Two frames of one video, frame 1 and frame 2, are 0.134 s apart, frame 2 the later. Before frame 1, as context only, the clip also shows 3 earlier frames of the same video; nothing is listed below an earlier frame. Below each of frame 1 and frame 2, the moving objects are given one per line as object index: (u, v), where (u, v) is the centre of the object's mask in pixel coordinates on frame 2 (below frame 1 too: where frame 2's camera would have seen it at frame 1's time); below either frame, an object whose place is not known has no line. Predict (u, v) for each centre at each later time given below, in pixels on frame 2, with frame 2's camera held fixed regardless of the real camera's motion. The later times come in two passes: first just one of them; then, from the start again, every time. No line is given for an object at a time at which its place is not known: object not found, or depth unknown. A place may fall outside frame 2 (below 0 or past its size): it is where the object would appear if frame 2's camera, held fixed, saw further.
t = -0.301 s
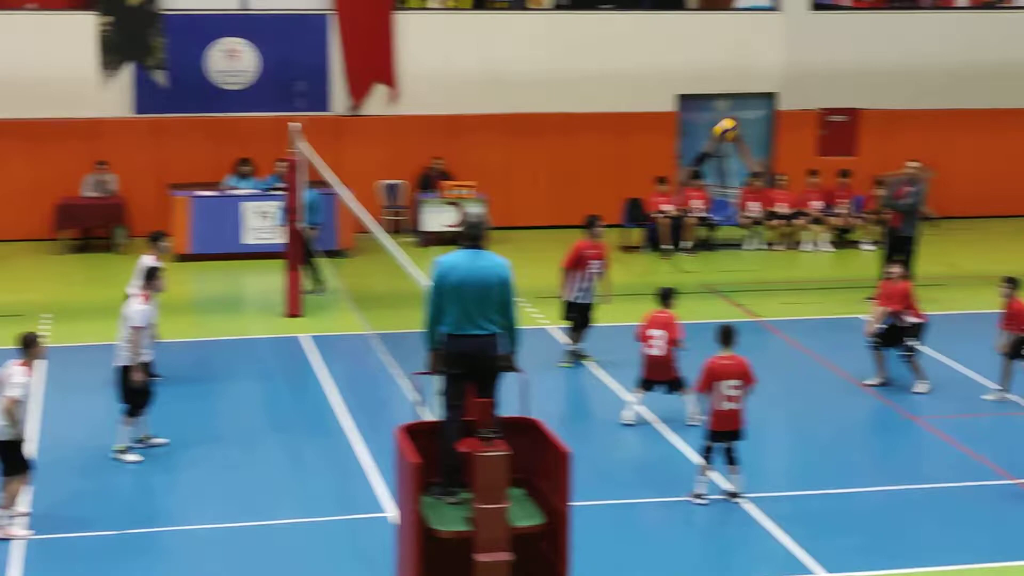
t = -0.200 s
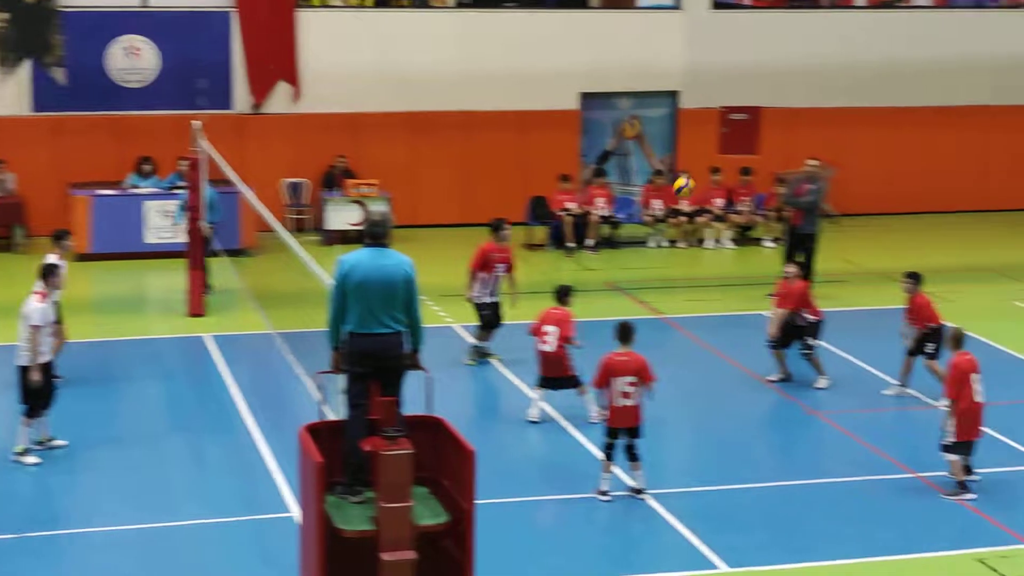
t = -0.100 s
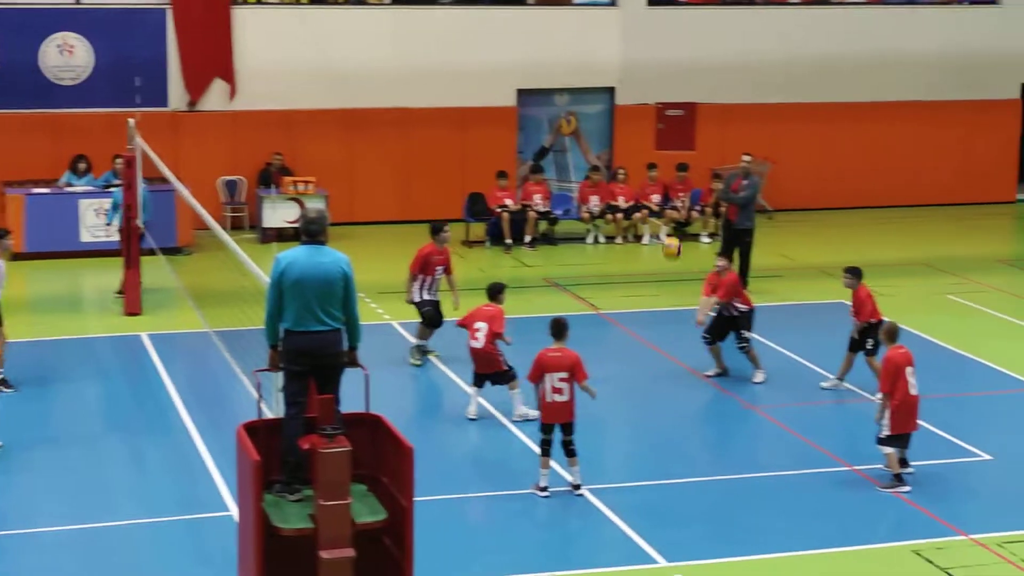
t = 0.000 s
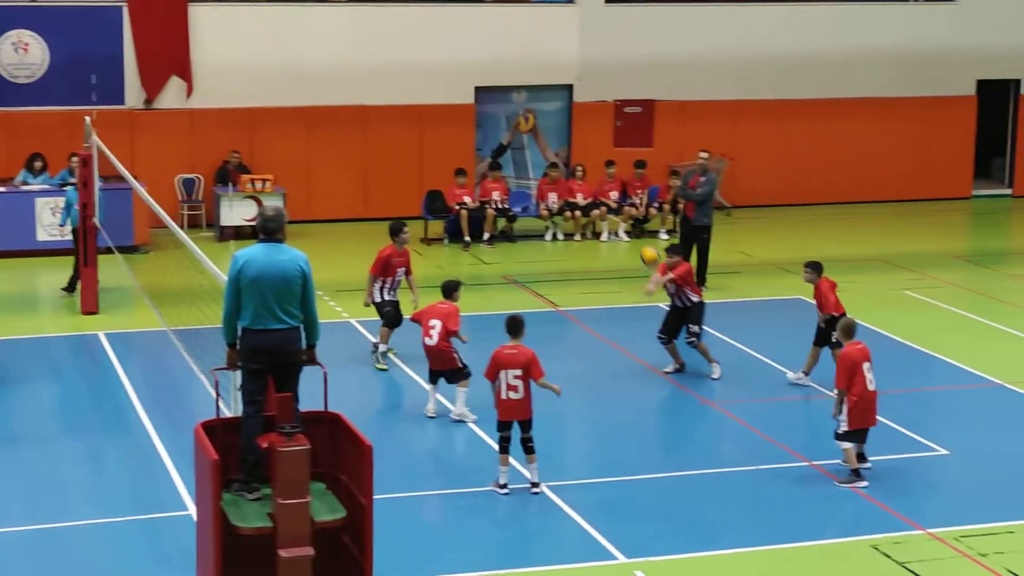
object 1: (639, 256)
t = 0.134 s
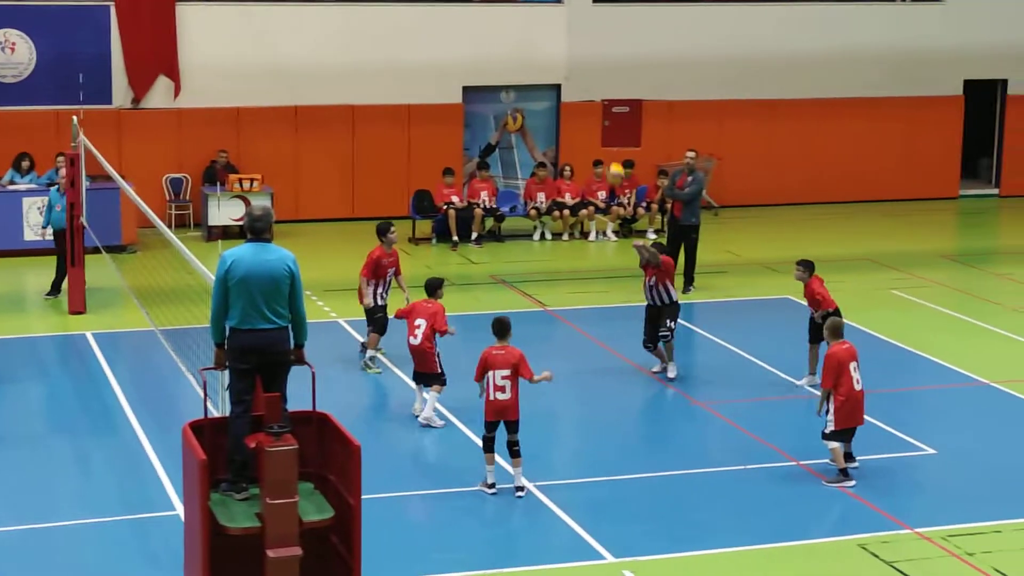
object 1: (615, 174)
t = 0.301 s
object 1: (588, 94)
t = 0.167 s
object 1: (610, 156)
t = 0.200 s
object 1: (605, 139)
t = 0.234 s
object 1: (600, 123)
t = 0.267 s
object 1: (592, 108)
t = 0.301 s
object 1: (588, 94)
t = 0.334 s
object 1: (583, 81)
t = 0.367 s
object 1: (578, 70)
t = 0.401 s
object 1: (573, 59)
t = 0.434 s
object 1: (567, 49)
